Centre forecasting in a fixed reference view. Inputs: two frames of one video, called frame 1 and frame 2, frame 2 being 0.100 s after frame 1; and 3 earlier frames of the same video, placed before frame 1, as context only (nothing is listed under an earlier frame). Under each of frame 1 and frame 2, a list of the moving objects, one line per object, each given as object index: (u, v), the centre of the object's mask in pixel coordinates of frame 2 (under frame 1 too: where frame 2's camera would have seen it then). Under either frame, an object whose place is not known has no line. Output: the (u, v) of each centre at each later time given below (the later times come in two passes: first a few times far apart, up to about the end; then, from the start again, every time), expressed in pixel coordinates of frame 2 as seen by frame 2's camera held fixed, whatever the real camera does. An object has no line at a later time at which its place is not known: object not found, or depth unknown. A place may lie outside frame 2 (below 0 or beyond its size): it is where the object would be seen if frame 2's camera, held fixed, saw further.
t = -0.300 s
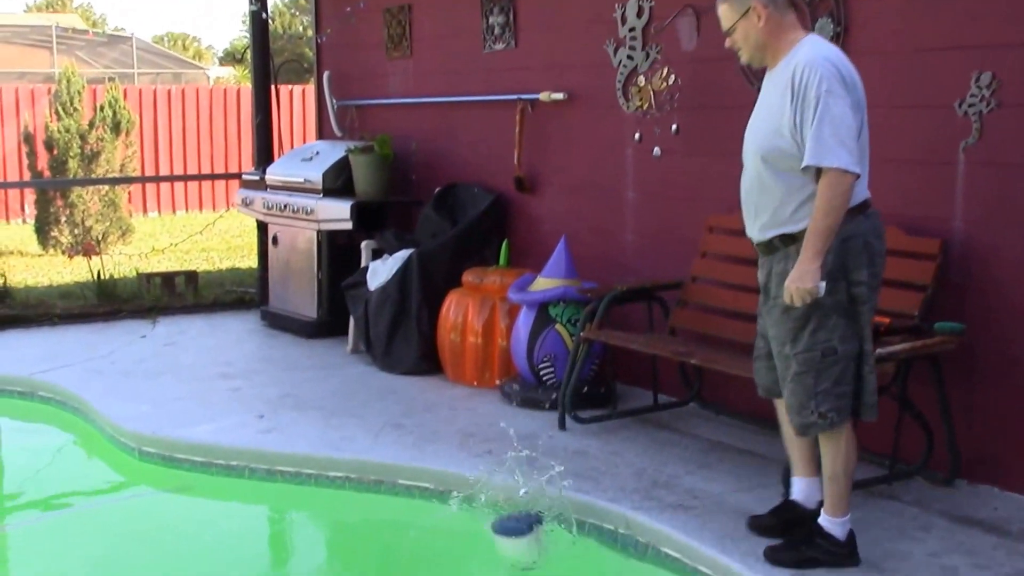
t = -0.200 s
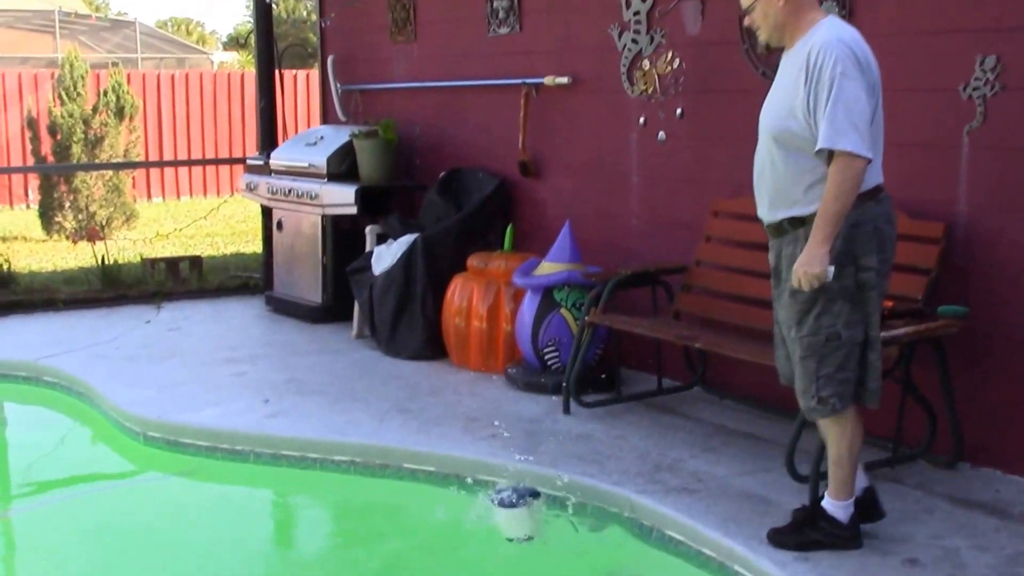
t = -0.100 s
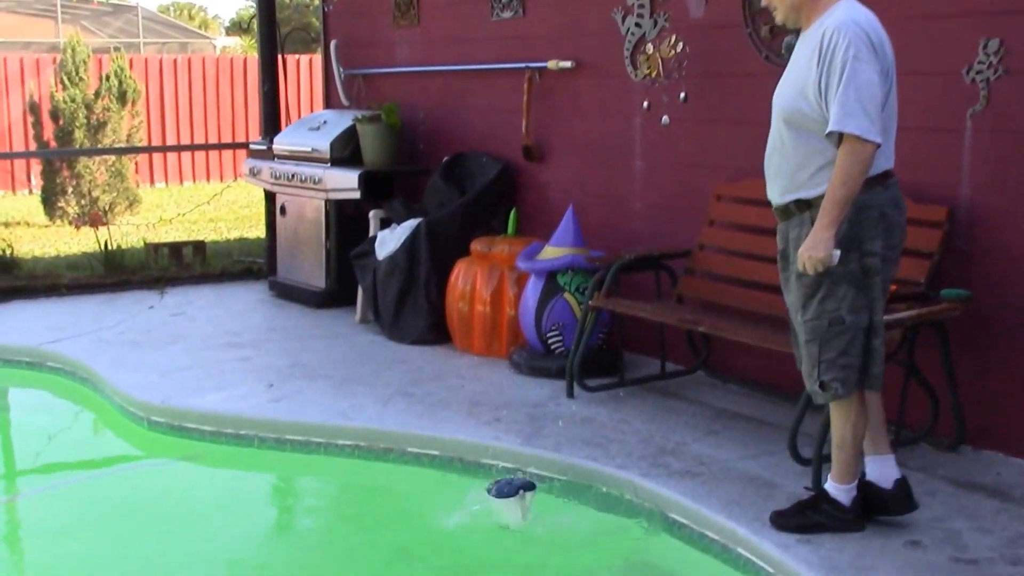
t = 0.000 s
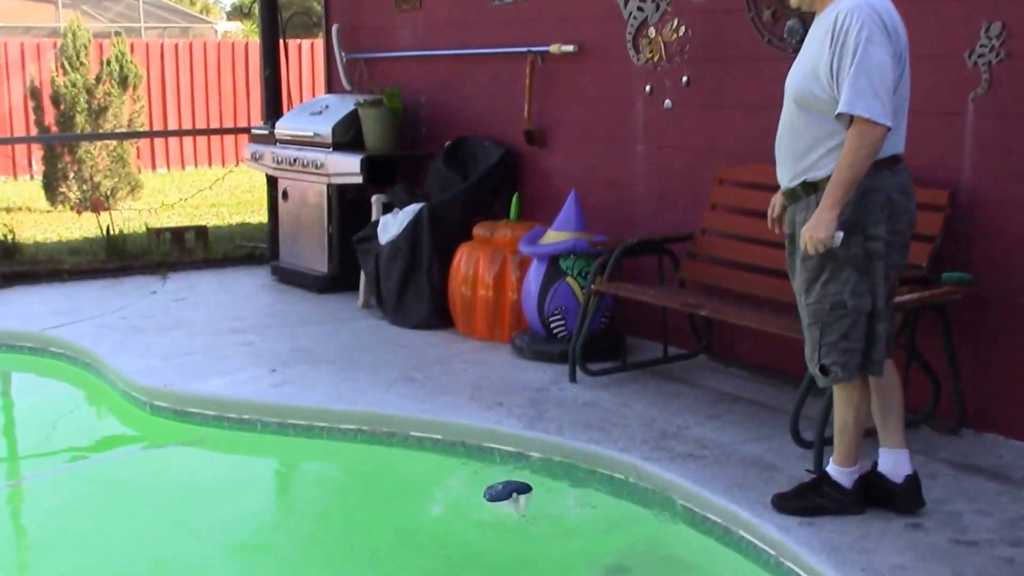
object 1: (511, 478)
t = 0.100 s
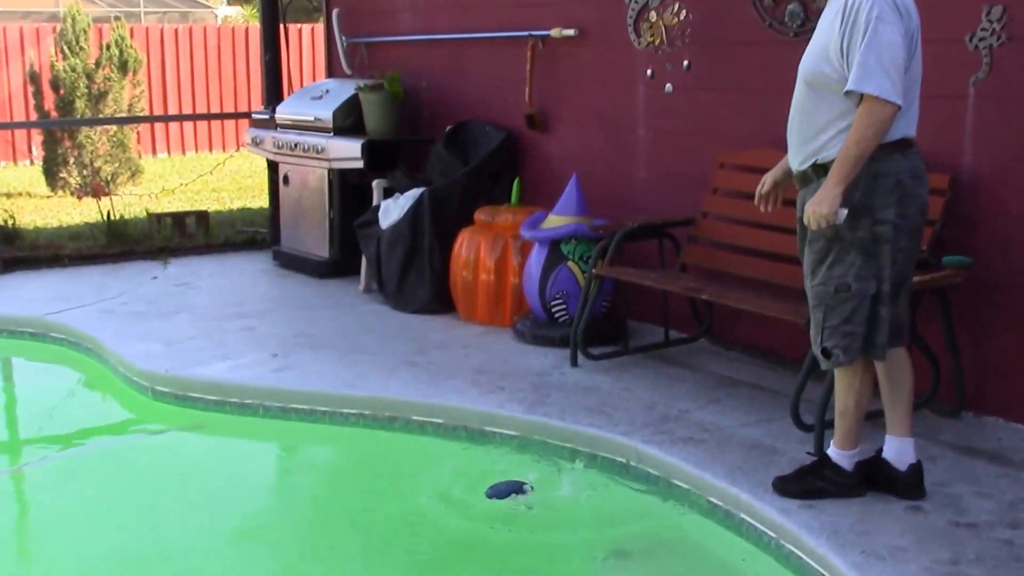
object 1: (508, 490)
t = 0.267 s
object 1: (506, 491)
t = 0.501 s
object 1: (495, 477)
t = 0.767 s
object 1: (488, 495)
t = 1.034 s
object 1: (480, 495)
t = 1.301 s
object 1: (473, 496)
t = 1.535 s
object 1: (471, 503)
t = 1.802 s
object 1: (464, 500)
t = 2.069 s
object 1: (459, 507)
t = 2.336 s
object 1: (456, 506)
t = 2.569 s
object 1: (452, 509)
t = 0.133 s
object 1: (509, 492)
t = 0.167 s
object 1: (510, 493)
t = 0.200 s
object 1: (509, 495)
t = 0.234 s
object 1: (508, 493)
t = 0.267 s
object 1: (506, 491)
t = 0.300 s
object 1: (504, 488)
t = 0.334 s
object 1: (502, 484)
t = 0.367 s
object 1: (500, 481)
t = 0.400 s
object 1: (498, 480)
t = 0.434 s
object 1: (497, 479)
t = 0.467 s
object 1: (495, 478)
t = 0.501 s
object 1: (495, 477)
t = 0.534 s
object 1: (494, 478)
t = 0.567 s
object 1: (494, 479)
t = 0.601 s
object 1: (492, 483)
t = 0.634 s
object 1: (491, 486)
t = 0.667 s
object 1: (491, 490)
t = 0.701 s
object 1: (490, 493)
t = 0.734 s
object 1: (489, 494)
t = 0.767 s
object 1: (488, 495)
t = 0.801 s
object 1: (487, 497)
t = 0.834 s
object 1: (486, 498)
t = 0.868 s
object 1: (485, 499)
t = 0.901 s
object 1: (483, 499)
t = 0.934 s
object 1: (483, 499)
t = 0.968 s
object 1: (482, 498)
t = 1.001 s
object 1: (481, 497)
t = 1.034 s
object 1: (480, 495)
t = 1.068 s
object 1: (479, 493)
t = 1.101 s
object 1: (478, 492)
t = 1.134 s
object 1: (477, 491)
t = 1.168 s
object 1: (476, 491)
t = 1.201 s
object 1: (475, 492)
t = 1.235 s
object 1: (474, 493)
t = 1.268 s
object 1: (473, 494)
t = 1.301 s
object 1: (473, 496)
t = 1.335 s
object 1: (472, 498)
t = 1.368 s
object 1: (472, 499)
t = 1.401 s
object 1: (472, 501)
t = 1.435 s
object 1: (472, 502)
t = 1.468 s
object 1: (471, 503)
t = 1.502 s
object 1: (471, 504)
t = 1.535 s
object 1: (471, 503)
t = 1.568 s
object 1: (469, 502)
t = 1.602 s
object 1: (468, 502)
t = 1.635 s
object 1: (467, 501)
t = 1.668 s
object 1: (466, 500)
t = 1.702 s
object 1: (465, 499)
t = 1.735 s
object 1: (465, 499)
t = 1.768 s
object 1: (464, 499)
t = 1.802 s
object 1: (464, 500)
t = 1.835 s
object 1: (464, 500)
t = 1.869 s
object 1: (463, 501)
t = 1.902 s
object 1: (463, 501)
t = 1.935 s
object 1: (462, 503)
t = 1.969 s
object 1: (462, 504)
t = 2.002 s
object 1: (462, 505)
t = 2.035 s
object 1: (461, 507)
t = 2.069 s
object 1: (459, 507)
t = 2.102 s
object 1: (459, 508)
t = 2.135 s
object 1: (459, 508)
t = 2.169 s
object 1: (458, 508)
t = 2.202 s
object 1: (458, 508)
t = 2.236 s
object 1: (457, 507)
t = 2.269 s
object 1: (457, 506)
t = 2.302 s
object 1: (456, 506)
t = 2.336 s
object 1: (456, 506)
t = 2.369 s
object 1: (456, 506)
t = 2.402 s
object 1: (455, 506)
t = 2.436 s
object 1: (455, 506)
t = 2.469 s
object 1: (454, 507)
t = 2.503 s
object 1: (454, 507)
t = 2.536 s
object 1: (453, 508)
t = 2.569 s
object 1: (452, 509)
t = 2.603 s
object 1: (452, 510)
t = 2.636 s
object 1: (451, 511)
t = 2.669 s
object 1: (451, 512)
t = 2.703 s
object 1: (450, 512)
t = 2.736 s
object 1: (450, 513)
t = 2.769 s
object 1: (449, 514)
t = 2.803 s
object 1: (449, 514)
